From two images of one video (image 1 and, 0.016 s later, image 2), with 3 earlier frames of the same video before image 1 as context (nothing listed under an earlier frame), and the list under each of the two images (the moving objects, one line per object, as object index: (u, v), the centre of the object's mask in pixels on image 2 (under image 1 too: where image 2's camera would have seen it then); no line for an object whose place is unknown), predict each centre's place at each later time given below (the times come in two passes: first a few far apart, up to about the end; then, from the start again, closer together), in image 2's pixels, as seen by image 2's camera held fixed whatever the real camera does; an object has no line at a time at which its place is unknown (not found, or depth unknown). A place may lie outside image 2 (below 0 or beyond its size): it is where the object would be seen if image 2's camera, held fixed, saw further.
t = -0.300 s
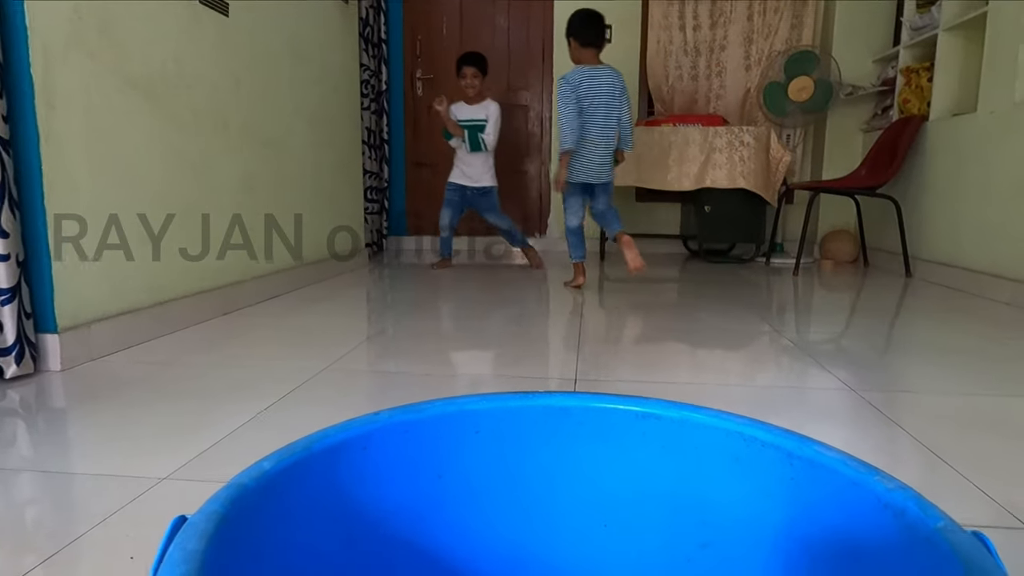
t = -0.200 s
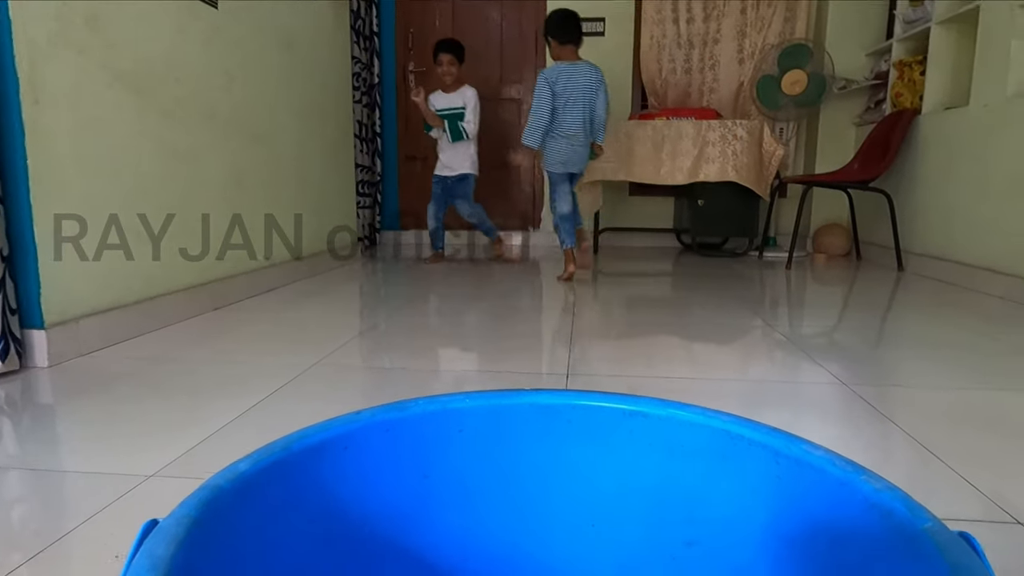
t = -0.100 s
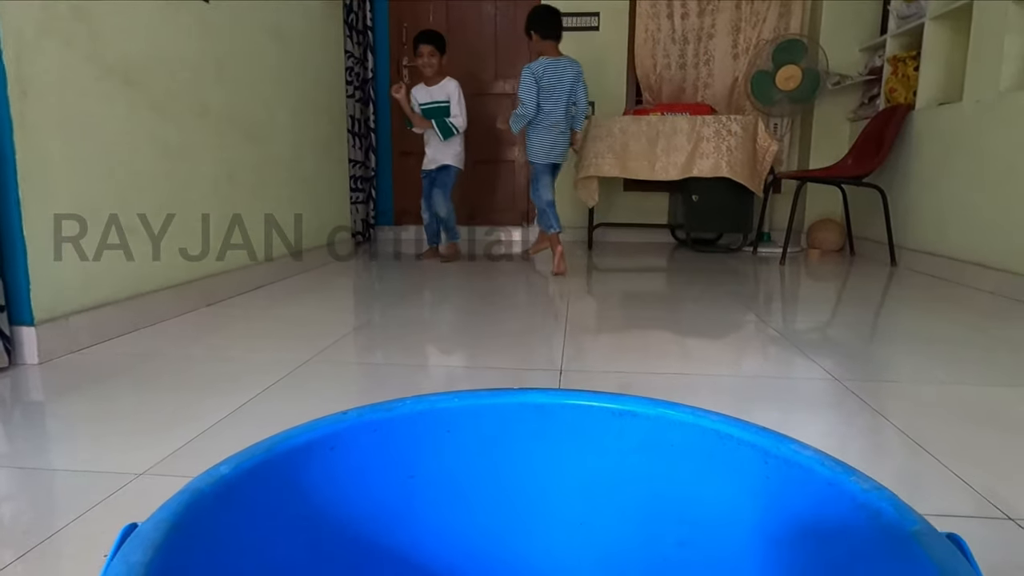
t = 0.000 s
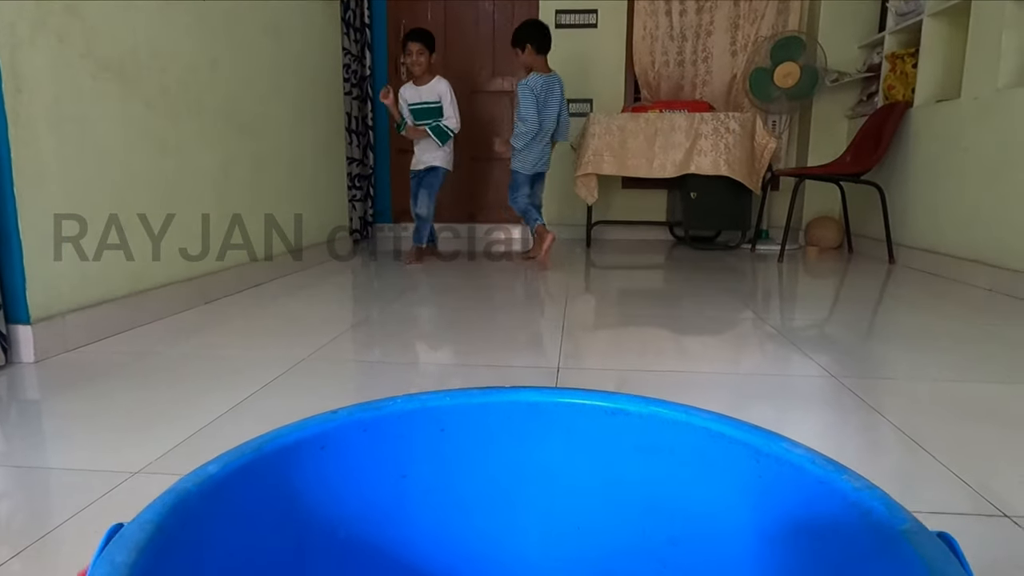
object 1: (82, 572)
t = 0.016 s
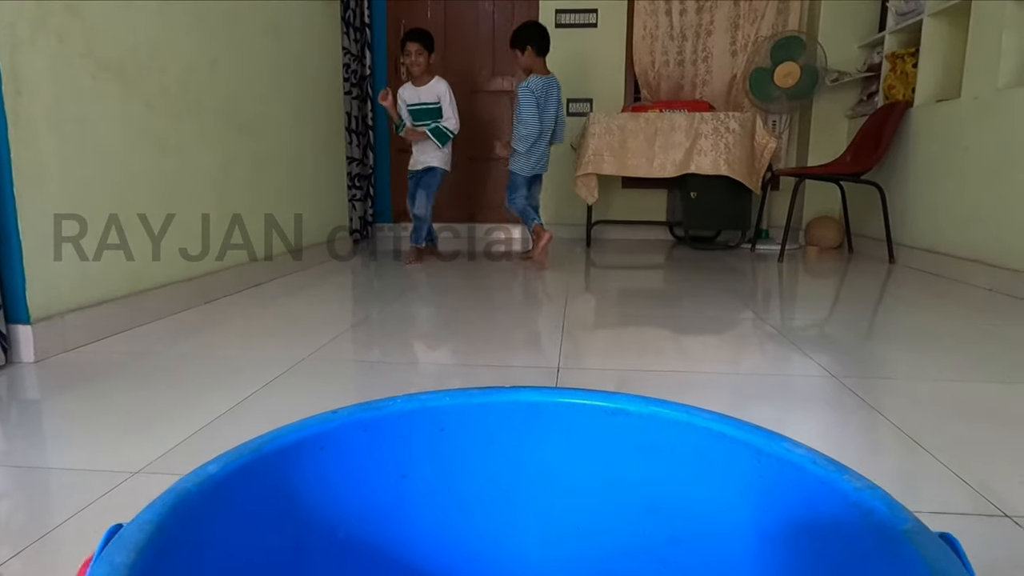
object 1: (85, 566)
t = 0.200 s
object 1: (197, 450)
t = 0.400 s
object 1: (222, 390)
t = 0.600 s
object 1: (229, 356)
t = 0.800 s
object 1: (229, 329)
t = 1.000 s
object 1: (228, 310)
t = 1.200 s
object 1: (225, 295)
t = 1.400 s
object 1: (249, 284)
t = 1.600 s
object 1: (292, 277)
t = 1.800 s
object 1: (320, 270)
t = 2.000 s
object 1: (339, 264)
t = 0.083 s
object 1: (144, 502)
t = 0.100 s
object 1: (154, 491)
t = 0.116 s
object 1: (163, 483)
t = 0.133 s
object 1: (171, 477)
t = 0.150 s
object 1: (179, 469)
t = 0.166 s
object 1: (186, 461)
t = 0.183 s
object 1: (192, 455)
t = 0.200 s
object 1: (197, 450)
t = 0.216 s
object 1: (202, 446)
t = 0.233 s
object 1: (205, 440)
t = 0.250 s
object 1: (208, 433)
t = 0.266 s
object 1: (211, 427)
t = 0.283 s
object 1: (213, 424)
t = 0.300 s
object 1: (214, 417)
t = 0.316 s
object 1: (216, 411)
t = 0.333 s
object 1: (217, 407)
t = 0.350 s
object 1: (218, 404)
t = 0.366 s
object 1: (219, 402)
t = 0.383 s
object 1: (220, 395)
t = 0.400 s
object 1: (222, 390)
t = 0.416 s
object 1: (223, 387)
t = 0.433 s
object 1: (223, 385)
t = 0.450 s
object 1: (225, 382)
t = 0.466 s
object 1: (225, 377)
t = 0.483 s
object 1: (226, 373)
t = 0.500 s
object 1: (227, 371)
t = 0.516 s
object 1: (228, 370)
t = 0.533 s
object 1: (228, 366)
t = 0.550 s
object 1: (228, 363)
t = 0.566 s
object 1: (228, 361)
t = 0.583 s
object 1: (229, 359)
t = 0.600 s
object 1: (229, 356)
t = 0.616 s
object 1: (229, 354)
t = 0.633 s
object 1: (230, 351)
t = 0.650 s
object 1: (230, 349)
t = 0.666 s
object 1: (230, 346)
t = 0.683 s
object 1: (230, 344)
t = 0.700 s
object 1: (230, 341)
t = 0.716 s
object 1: (229, 340)
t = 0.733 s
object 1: (229, 338)
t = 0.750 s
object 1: (229, 335)
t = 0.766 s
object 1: (229, 334)
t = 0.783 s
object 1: (229, 332)
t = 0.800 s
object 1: (229, 329)
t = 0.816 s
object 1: (230, 328)
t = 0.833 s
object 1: (230, 326)
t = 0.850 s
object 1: (230, 325)
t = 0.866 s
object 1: (229, 323)
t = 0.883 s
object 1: (229, 321)
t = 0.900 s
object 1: (229, 319)
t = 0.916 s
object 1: (228, 318)
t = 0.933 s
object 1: (228, 317)
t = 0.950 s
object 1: (228, 315)
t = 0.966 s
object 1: (228, 313)
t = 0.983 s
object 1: (228, 312)
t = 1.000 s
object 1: (228, 310)
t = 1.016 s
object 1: (228, 309)
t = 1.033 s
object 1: (228, 307)
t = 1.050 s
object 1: (228, 306)
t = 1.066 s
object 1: (227, 305)
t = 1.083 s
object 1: (227, 303)
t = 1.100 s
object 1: (226, 302)
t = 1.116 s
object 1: (226, 302)
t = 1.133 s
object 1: (226, 300)
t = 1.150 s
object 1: (226, 298)
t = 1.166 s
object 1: (226, 298)
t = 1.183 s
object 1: (226, 297)
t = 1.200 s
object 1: (225, 295)
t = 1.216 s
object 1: (225, 295)
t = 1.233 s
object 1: (225, 294)
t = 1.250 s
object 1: (224, 292)
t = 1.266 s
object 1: (224, 291)
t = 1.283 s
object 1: (223, 290)
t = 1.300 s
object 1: (223, 290)
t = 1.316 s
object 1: (224, 289)
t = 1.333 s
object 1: (229, 287)
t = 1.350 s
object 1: (234, 285)
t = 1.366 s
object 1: (240, 285)
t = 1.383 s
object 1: (244, 286)
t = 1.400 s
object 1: (249, 284)
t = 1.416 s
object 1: (253, 282)
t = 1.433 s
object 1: (257, 281)
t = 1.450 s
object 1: (260, 280)
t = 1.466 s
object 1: (265, 281)
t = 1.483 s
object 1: (269, 282)
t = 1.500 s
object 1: (272, 280)
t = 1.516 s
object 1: (276, 278)
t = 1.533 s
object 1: (279, 276)
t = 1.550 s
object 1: (282, 276)
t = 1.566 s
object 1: (286, 276)
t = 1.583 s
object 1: (289, 276)
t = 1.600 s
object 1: (292, 277)
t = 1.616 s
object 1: (295, 275)
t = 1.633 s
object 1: (298, 274)
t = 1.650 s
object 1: (300, 273)
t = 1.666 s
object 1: (303, 273)
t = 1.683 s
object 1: (305, 274)
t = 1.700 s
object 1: (308, 274)
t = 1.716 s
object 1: (310, 272)
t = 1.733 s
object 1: (312, 272)
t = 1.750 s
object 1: (314, 271)
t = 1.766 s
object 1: (316, 271)
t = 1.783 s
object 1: (318, 271)
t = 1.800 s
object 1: (320, 270)
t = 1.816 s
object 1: (322, 269)
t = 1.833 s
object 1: (324, 269)
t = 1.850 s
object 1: (326, 269)
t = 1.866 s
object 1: (328, 268)
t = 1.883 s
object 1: (329, 267)
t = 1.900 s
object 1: (331, 266)
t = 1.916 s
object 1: (332, 266)
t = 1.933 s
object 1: (334, 266)
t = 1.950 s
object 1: (335, 266)
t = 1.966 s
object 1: (336, 265)
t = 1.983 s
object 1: (337, 265)
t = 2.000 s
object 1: (339, 264)
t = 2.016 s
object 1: (340, 264)
